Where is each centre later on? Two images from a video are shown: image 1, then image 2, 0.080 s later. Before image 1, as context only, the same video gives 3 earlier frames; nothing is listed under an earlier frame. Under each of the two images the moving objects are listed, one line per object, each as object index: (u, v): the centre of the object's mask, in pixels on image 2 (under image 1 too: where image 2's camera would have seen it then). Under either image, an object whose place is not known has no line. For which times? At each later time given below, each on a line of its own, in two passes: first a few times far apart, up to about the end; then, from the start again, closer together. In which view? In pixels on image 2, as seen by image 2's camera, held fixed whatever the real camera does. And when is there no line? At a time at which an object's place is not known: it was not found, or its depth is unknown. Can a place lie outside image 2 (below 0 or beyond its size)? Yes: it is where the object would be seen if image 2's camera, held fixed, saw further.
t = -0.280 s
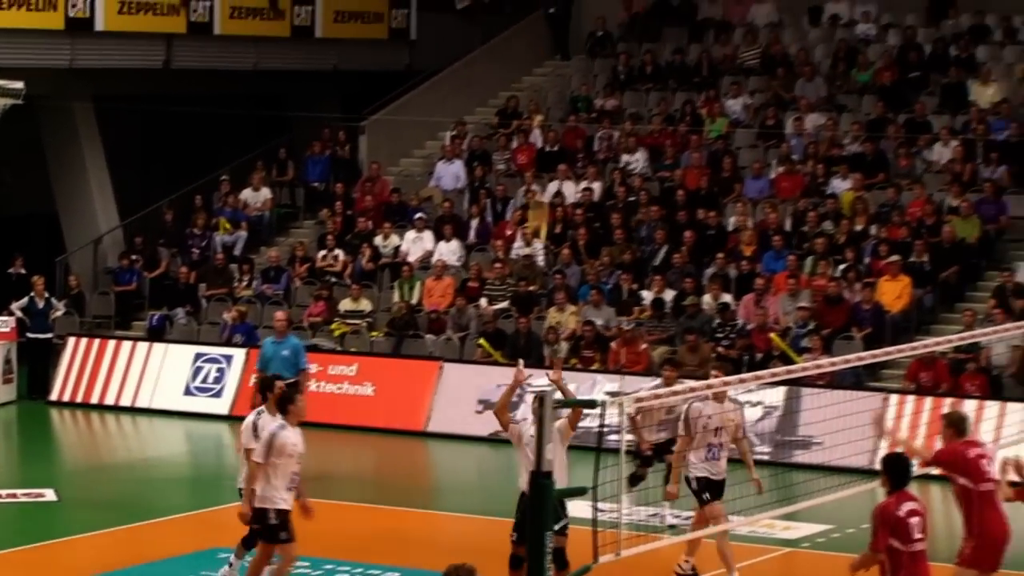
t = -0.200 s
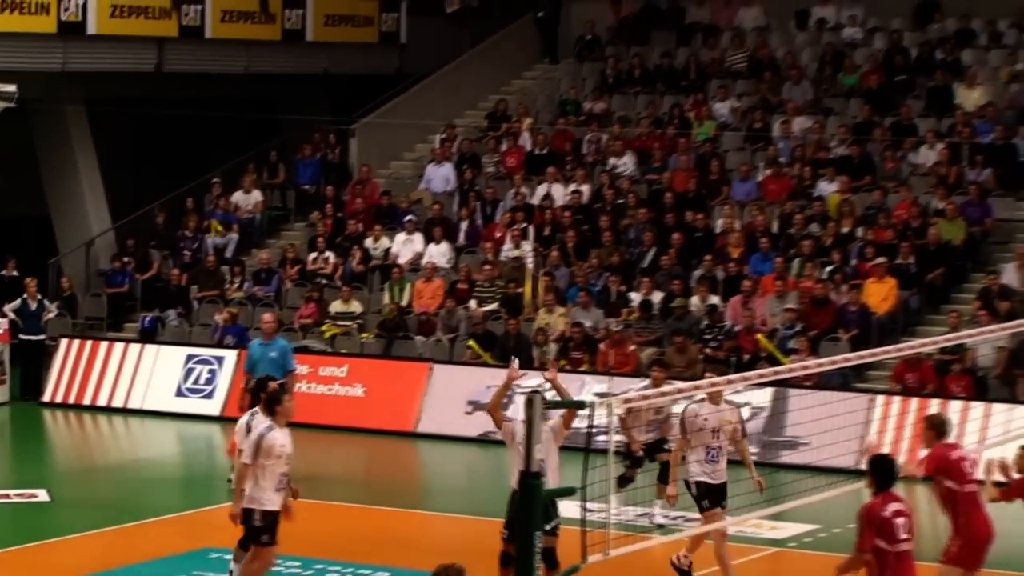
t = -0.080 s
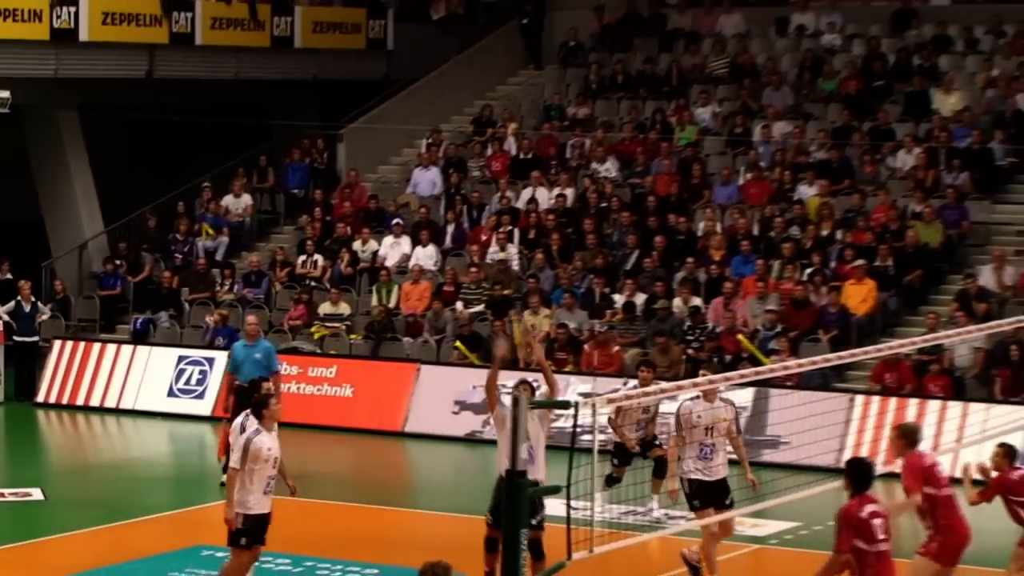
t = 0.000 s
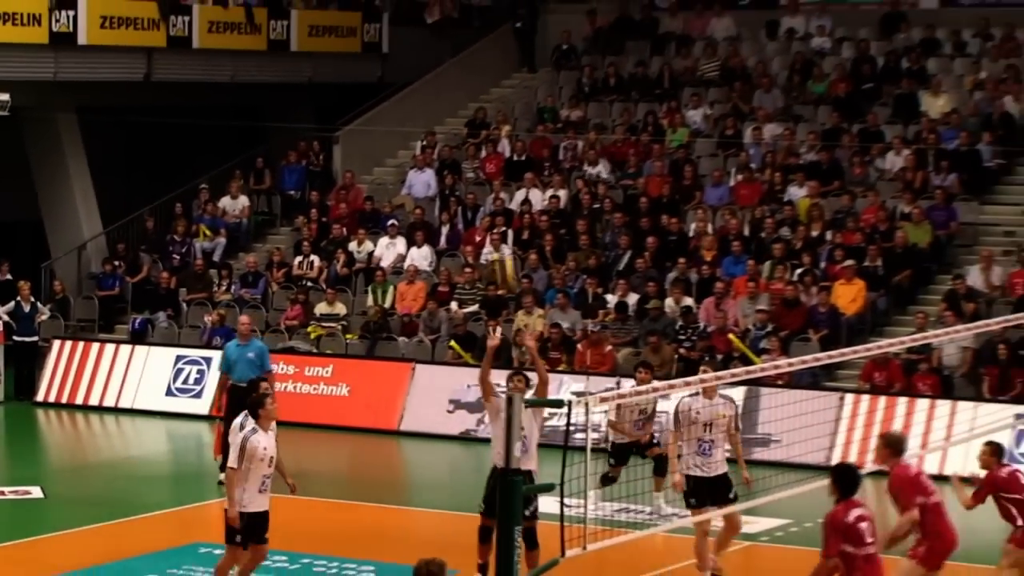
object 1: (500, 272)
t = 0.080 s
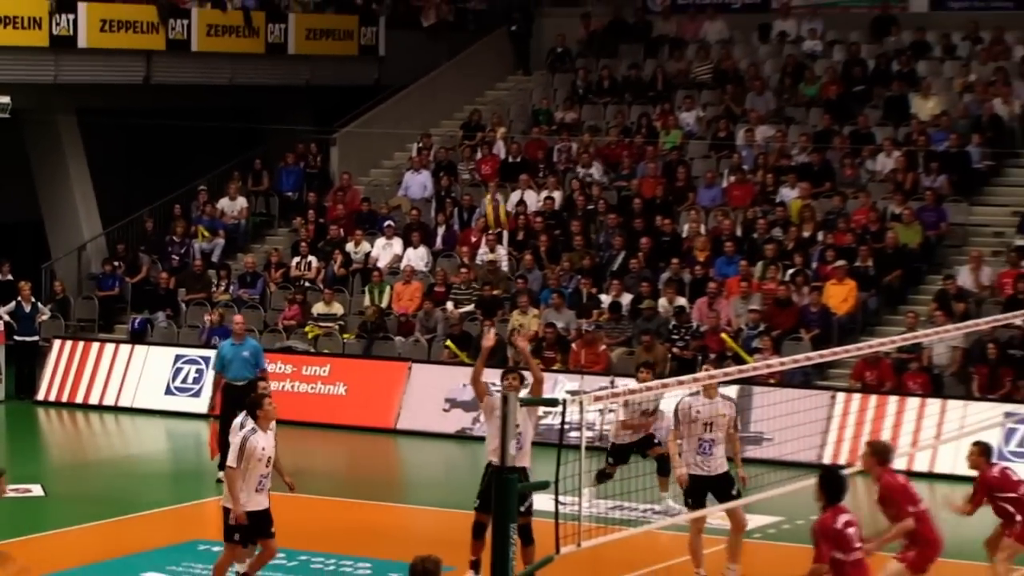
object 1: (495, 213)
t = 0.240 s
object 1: (483, 119)
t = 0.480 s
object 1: (469, 35)
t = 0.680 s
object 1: (457, 17)
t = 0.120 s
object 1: (493, 183)
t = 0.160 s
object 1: (490, 163)
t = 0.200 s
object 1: (485, 138)
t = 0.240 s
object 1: (483, 119)
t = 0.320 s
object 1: (478, 83)
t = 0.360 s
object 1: (476, 68)
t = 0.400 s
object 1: (474, 56)
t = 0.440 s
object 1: (471, 44)
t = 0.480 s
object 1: (469, 35)
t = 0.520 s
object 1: (466, 28)
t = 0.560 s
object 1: (463, 22)
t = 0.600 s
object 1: (461, 18)
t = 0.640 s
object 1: (459, 17)
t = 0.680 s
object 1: (457, 17)
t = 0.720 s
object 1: (454, 19)
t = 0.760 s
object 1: (451, 24)
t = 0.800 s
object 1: (448, 29)
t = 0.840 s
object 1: (445, 37)
